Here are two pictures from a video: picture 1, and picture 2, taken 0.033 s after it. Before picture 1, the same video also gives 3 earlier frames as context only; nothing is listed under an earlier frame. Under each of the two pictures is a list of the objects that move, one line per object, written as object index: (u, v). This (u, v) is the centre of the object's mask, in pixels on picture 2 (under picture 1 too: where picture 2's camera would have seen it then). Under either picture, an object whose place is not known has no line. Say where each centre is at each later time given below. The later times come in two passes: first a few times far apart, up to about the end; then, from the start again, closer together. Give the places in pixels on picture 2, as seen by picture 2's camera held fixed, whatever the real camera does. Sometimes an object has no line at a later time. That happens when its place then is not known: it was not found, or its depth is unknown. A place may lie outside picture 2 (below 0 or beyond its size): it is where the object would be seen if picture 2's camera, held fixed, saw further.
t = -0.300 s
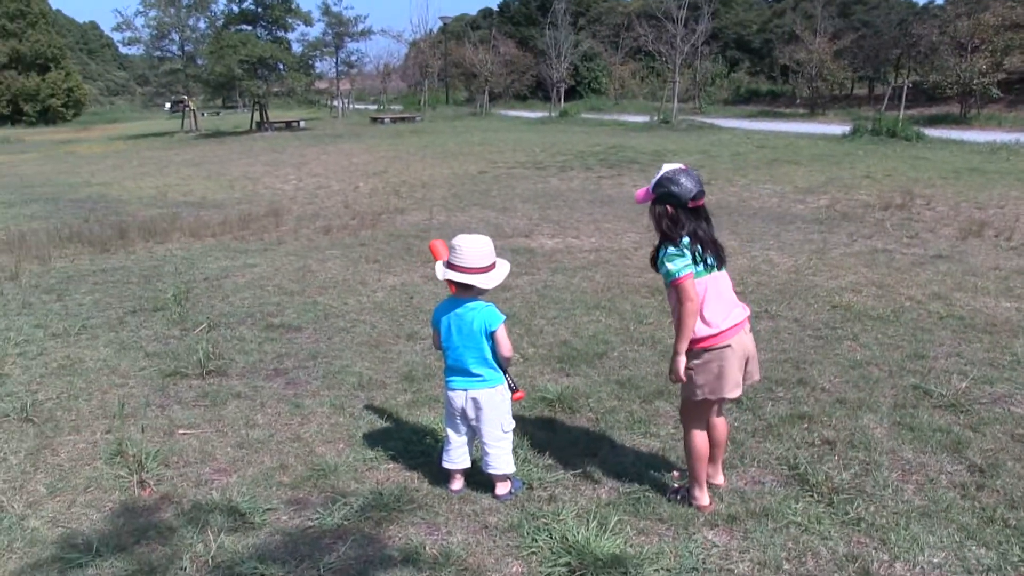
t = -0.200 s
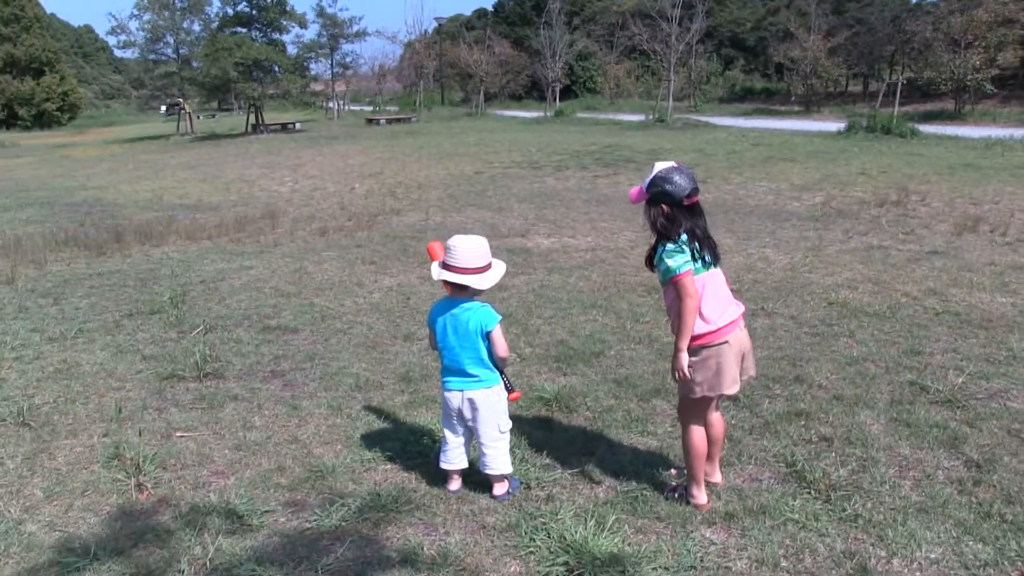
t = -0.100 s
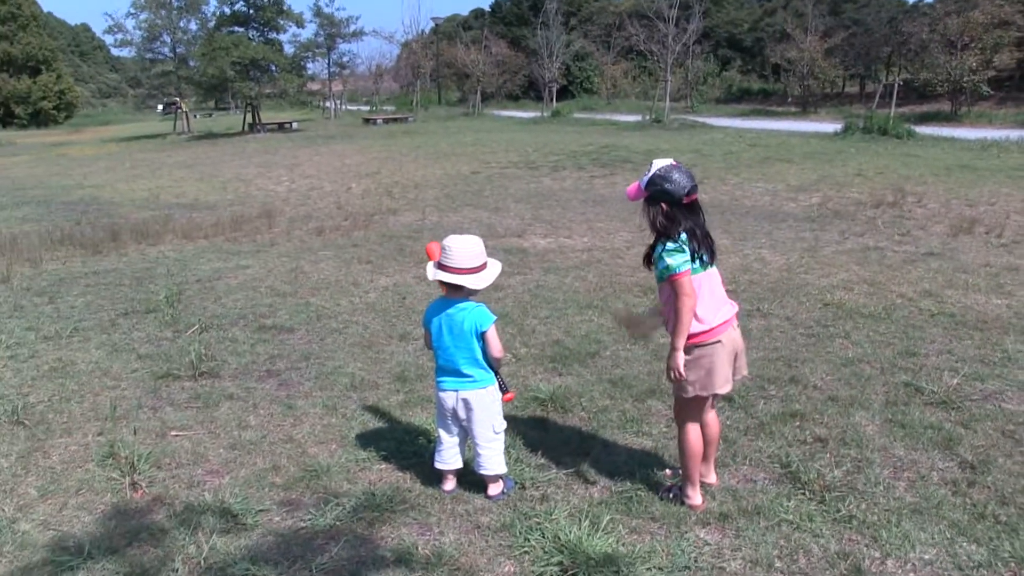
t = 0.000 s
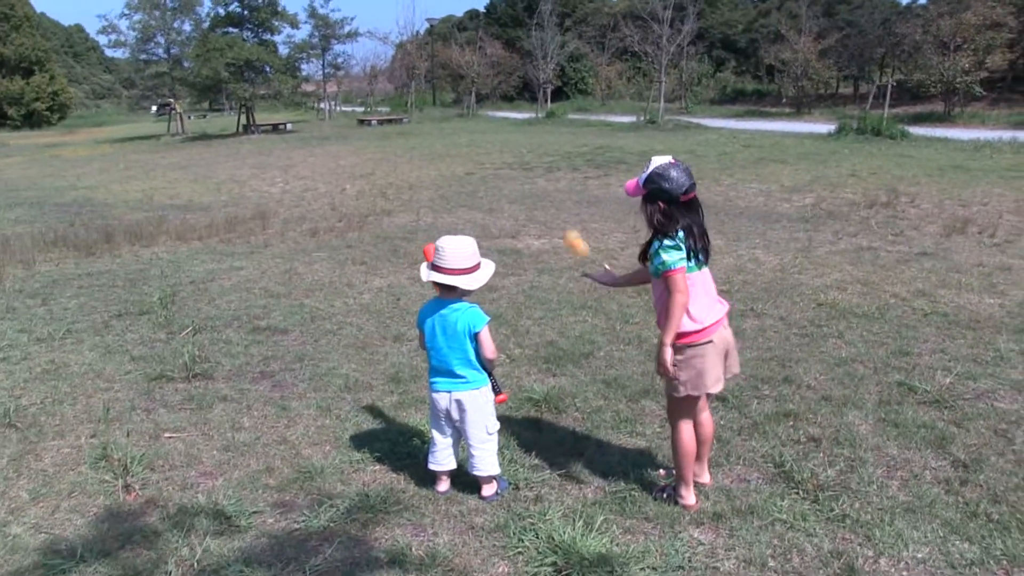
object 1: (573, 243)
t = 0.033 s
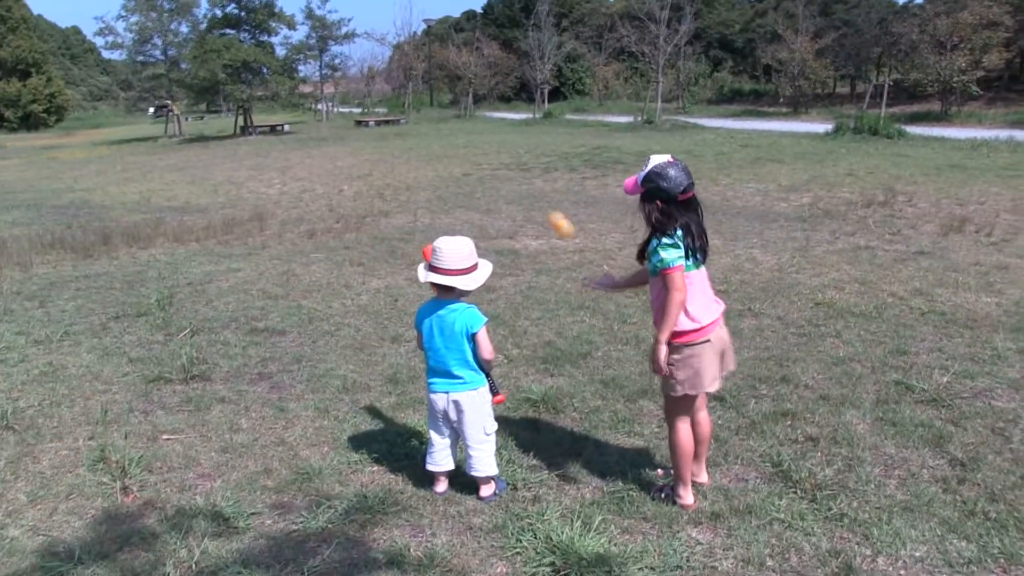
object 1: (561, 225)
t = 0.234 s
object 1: (484, 171)
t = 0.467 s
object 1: (414, 232)
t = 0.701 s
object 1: (372, 394)
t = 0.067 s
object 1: (547, 208)
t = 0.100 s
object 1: (534, 194)
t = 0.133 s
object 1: (521, 184)
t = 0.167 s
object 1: (508, 176)
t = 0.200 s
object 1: (497, 172)
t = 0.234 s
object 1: (484, 171)
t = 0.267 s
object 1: (473, 172)
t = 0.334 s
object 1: (452, 182)
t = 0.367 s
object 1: (441, 192)
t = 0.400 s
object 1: (432, 202)
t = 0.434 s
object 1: (423, 216)
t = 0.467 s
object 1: (414, 232)
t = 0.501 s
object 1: (406, 251)
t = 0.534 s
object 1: (401, 270)
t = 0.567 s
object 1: (395, 292)
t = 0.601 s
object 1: (386, 315)
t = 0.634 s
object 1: (383, 340)
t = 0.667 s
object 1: (377, 367)
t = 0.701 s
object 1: (372, 394)
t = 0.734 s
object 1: (365, 396)
